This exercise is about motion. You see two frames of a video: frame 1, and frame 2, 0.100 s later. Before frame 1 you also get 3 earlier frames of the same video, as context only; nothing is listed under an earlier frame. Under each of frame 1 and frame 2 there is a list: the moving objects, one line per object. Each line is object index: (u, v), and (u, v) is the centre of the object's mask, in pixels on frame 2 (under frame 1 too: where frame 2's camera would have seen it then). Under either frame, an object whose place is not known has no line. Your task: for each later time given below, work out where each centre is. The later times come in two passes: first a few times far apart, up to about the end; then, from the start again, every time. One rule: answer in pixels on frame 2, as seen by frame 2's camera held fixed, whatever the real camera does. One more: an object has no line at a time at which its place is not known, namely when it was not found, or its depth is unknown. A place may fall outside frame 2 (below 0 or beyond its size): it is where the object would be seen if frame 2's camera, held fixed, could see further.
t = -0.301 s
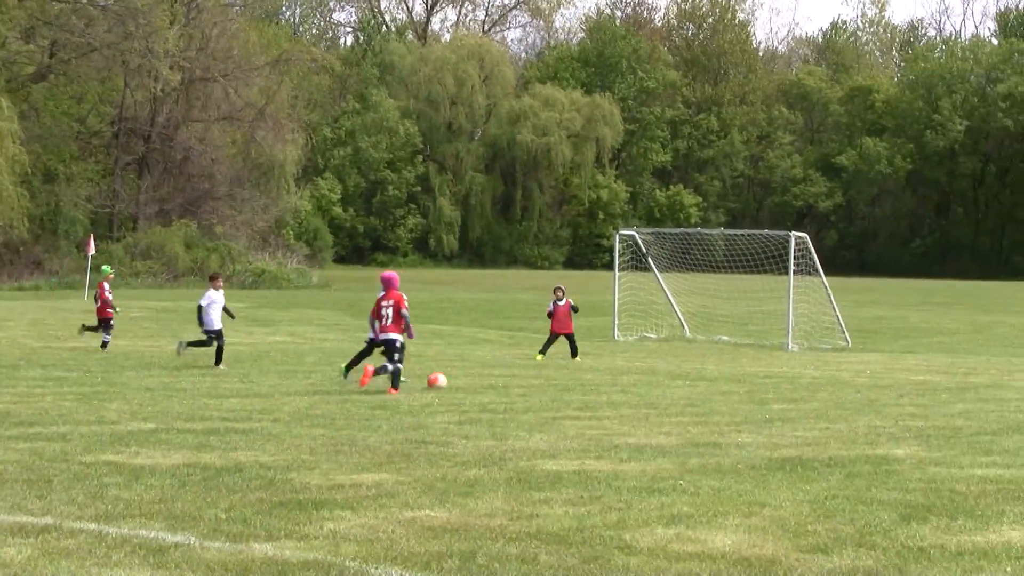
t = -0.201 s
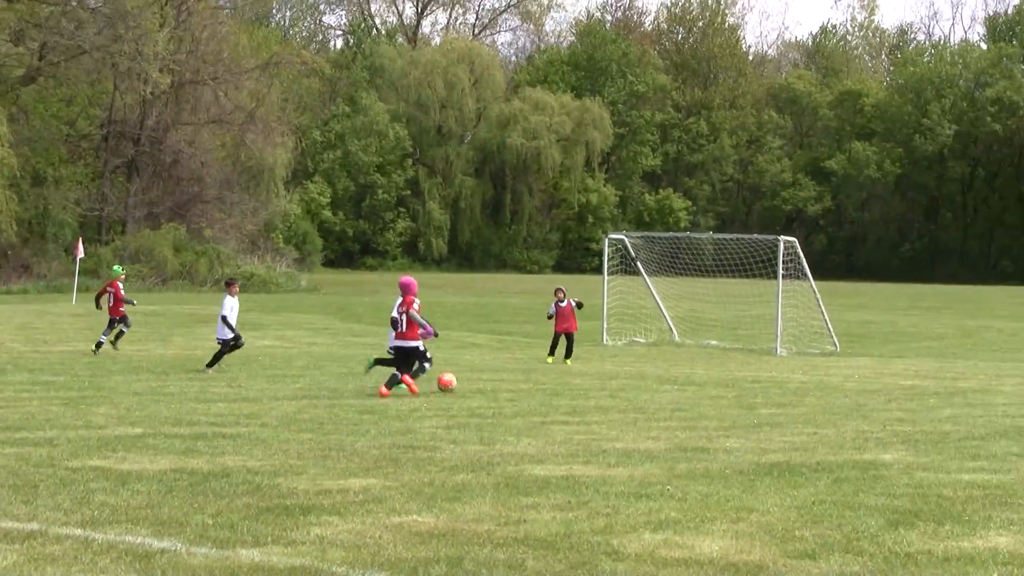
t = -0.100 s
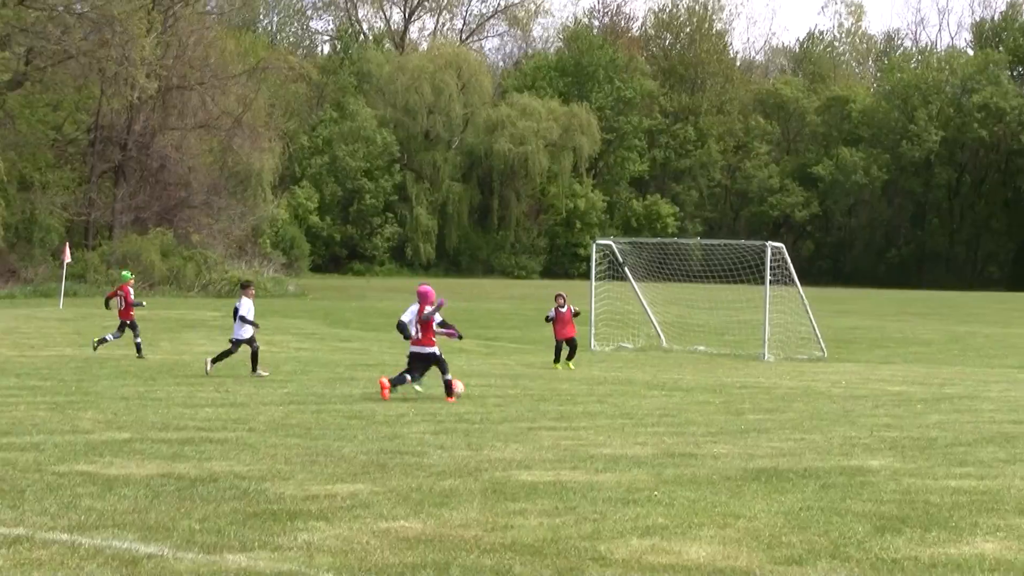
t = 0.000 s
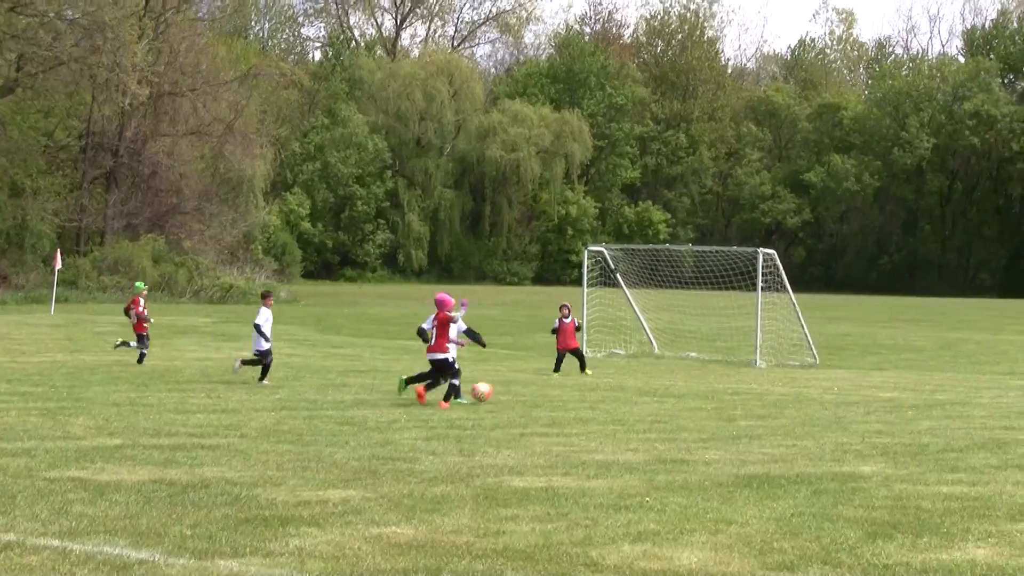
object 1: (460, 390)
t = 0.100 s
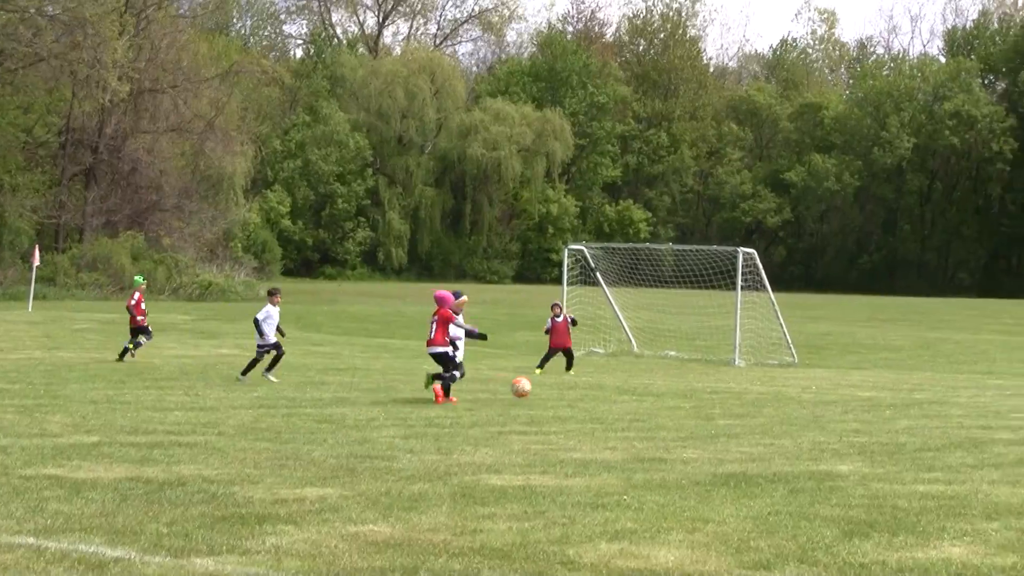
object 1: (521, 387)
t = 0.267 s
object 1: (624, 401)
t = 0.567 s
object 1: (764, 407)
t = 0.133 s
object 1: (541, 388)
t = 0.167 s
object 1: (561, 390)
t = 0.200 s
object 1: (582, 393)
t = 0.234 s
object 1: (603, 397)
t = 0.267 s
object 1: (624, 401)
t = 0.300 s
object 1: (643, 404)
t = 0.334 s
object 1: (659, 403)
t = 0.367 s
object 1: (674, 403)
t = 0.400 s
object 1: (690, 401)
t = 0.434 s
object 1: (704, 401)
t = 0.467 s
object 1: (719, 402)
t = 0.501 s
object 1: (736, 404)
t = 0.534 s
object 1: (751, 406)
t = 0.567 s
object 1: (764, 407)
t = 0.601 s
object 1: (777, 406)
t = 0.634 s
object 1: (787, 406)
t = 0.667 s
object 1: (799, 405)
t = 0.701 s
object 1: (811, 406)
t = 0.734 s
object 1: (821, 406)
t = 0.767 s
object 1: (833, 406)
